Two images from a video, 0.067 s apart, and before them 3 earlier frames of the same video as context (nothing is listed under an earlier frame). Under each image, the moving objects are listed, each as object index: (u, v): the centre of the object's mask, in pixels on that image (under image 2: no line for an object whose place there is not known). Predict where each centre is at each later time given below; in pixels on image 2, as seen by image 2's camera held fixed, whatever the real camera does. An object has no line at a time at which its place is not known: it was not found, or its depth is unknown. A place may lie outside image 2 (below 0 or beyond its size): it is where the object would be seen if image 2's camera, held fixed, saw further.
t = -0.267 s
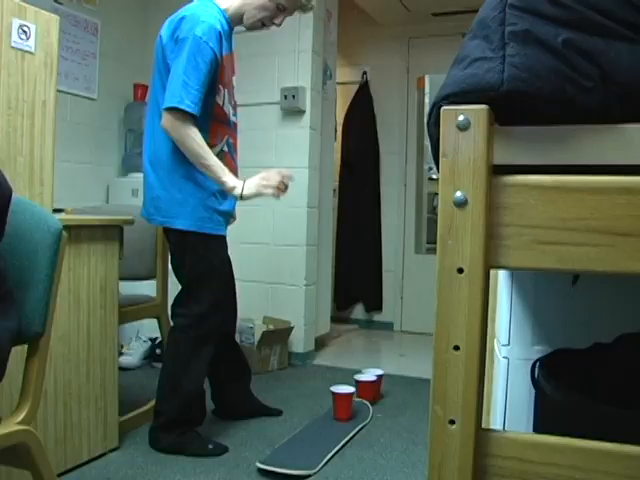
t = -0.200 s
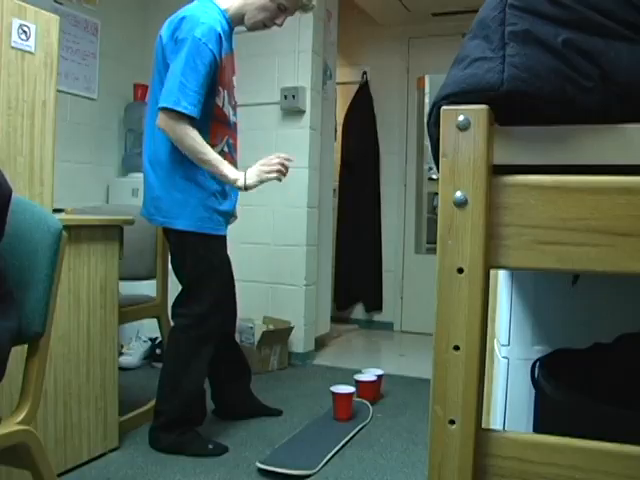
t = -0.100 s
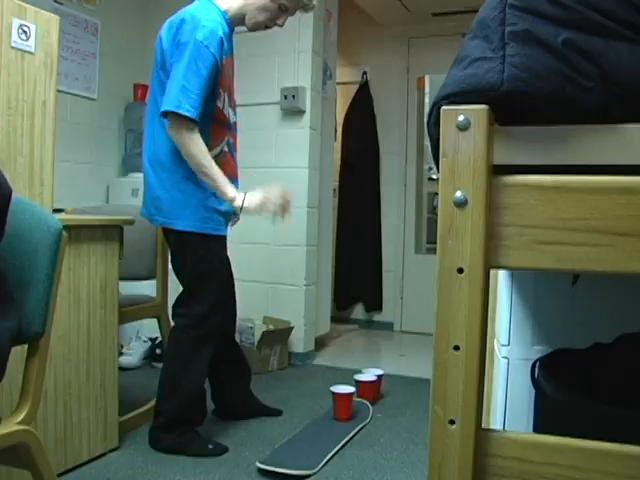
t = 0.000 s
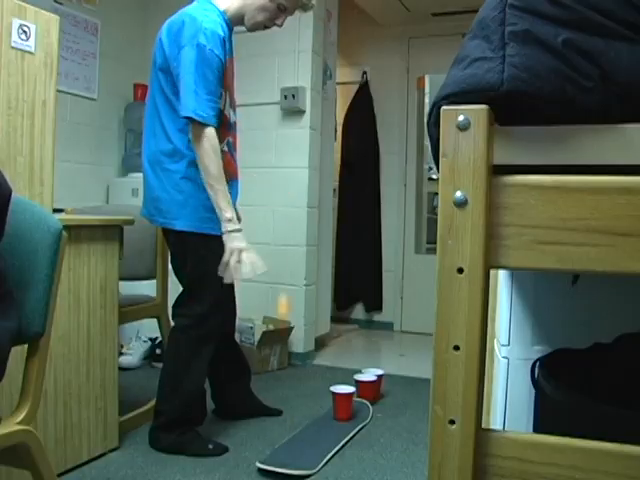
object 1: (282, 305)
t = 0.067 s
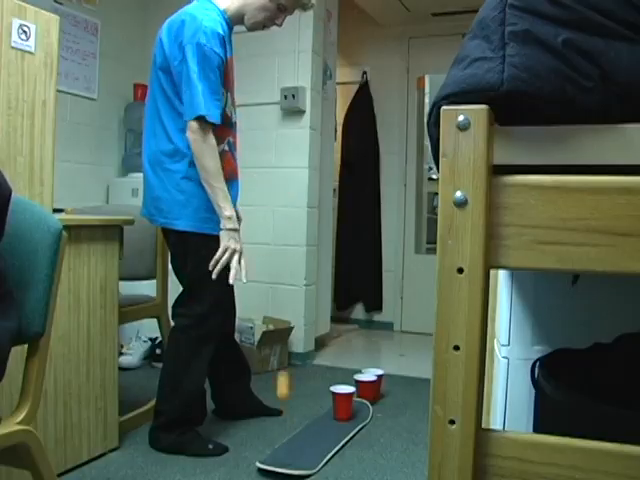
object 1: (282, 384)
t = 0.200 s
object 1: (301, 377)
